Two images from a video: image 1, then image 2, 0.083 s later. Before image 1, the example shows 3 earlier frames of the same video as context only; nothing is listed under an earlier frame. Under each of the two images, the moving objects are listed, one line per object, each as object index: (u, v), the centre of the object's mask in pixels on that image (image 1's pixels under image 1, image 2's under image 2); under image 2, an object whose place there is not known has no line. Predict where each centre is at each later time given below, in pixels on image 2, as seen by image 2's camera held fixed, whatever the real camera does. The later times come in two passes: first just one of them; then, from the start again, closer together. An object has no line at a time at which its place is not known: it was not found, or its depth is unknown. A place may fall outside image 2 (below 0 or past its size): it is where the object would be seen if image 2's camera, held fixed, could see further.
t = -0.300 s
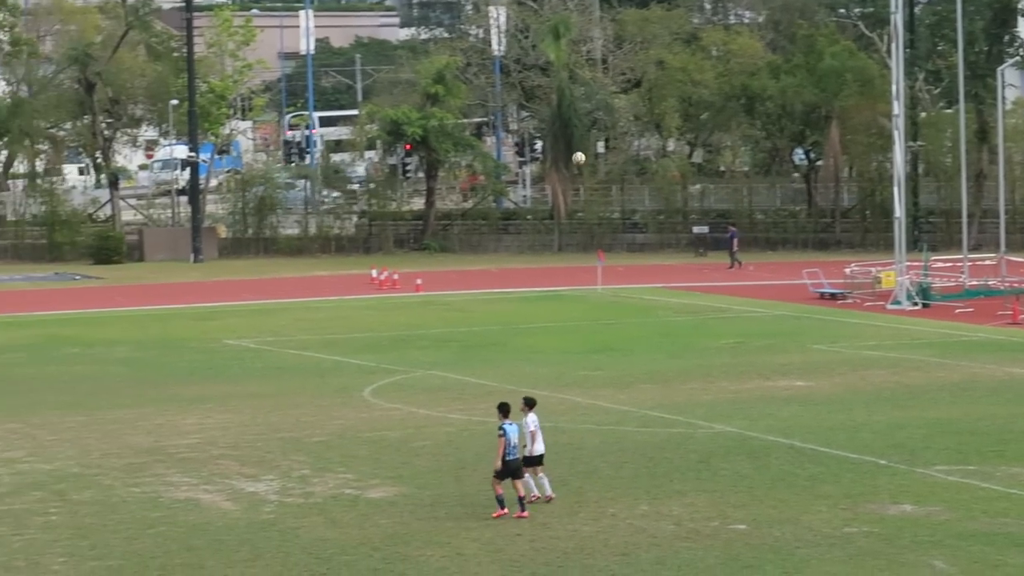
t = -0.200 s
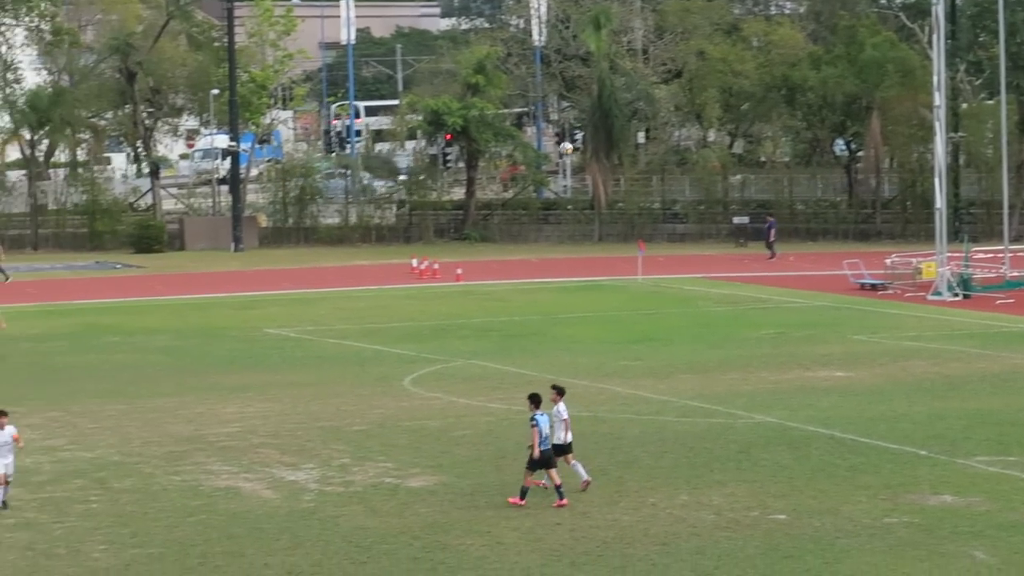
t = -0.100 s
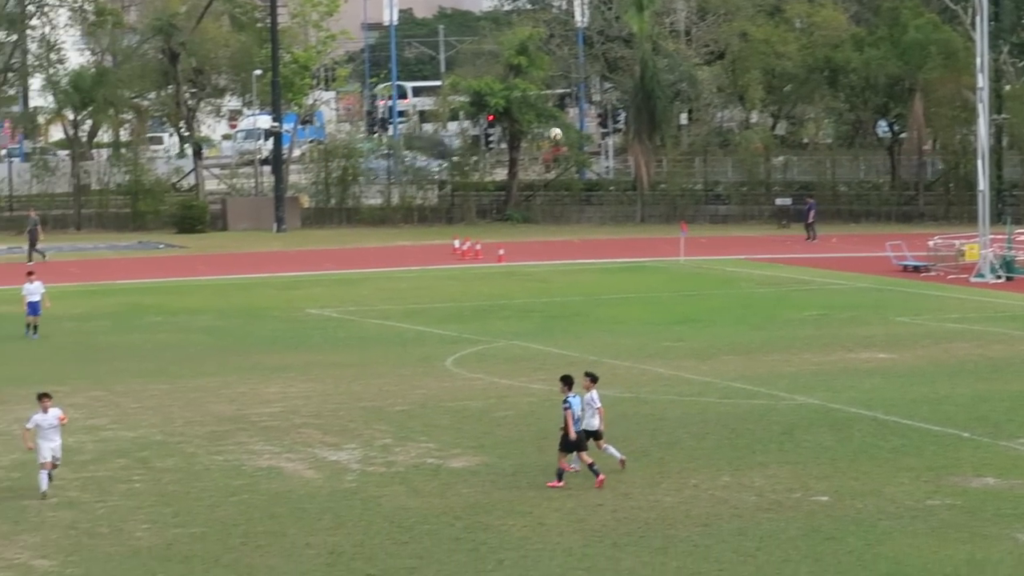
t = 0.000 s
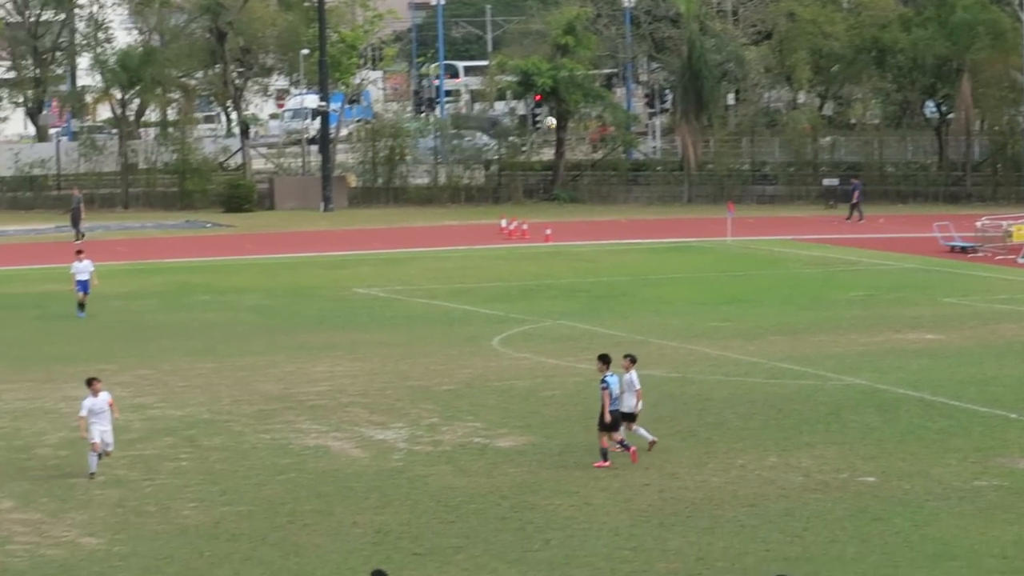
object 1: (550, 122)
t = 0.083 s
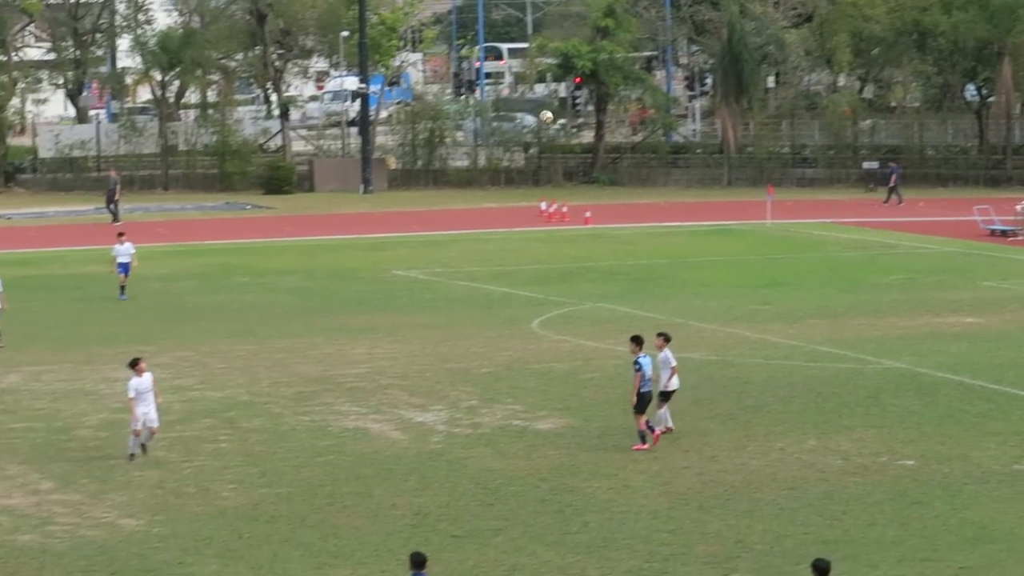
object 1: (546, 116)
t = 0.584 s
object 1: (284, 263)
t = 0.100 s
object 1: (538, 119)
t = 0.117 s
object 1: (529, 121)
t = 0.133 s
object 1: (520, 125)
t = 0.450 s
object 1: (354, 211)
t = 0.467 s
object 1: (345, 217)
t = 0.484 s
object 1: (336, 223)
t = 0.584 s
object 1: (284, 263)
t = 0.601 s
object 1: (275, 270)
